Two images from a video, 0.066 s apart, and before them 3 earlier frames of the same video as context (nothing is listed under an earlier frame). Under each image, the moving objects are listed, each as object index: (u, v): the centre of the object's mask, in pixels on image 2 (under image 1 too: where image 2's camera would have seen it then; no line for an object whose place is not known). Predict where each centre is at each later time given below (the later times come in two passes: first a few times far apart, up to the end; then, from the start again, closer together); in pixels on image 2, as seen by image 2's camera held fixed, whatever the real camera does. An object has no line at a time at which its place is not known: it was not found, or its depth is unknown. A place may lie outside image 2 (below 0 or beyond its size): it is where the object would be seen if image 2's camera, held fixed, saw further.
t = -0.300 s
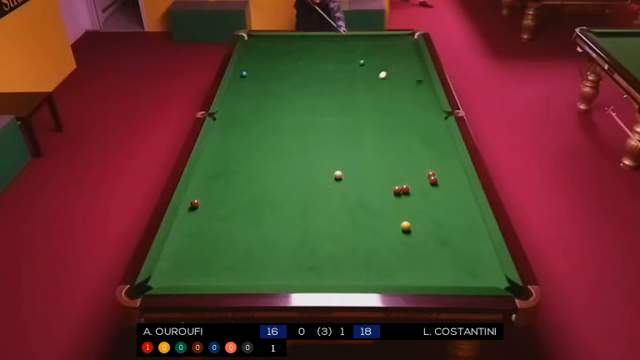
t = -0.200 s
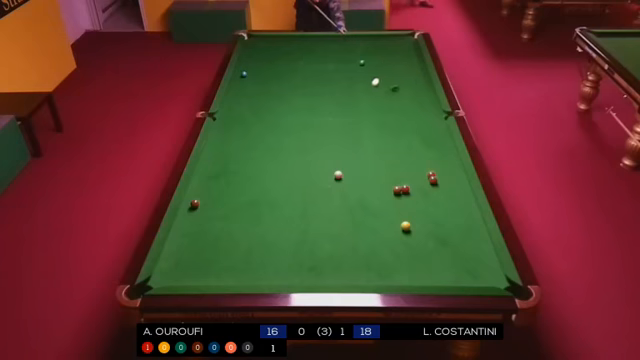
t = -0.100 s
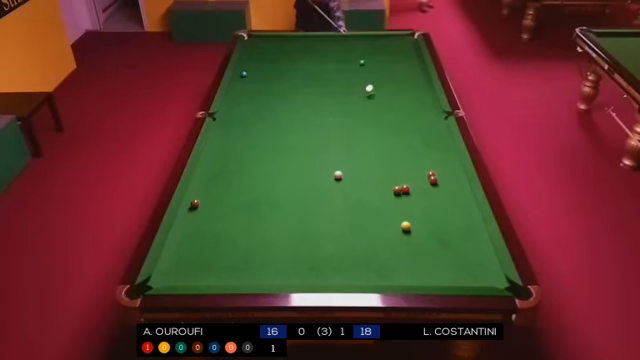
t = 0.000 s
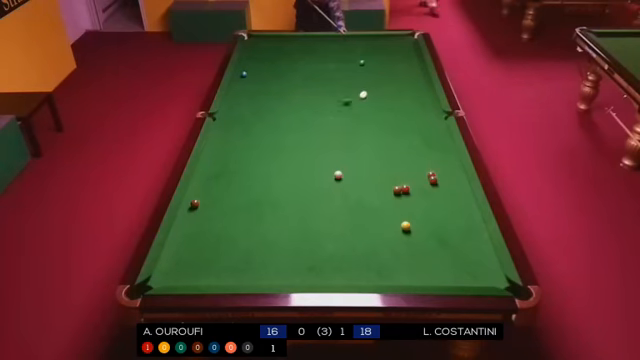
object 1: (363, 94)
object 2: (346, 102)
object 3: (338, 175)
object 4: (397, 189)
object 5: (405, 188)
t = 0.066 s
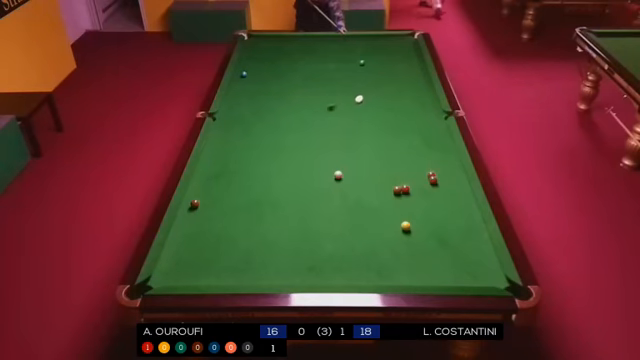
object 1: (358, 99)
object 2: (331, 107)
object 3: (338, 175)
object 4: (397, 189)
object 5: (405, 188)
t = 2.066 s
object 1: (175, 267)
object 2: (350, 179)
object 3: (390, 193)
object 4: (399, 191)
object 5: (415, 188)
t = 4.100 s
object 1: (251, 156)
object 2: (375, 186)
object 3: (395, 211)
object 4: (406, 199)
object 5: (449, 181)
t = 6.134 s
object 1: (290, 115)
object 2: (375, 186)
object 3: (395, 210)
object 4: (406, 199)
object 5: (446, 181)
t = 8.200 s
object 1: (302, 104)
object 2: (375, 186)
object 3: (395, 210)
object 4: (406, 199)
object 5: (446, 181)
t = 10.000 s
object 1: (302, 104)
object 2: (375, 186)
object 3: (395, 210)
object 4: (406, 199)
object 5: (446, 181)
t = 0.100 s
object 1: (356, 101)
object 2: (324, 109)
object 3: (338, 175)
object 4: (397, 189)
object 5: (405, 188)
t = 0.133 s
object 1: (354, 103)
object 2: (316, 111)
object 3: (338, 175)
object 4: (397, 189)
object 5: (405, 188)
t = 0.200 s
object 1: (350, 108)
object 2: (299, 116)
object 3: (338, 175)
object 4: (397, 189)
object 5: (405, 188)
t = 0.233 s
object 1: (348, 110)
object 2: (291, 118)
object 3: (338, 175)
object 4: (397, 189)
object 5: (405, 188)
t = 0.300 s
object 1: (343, 115)
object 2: (274, 123)
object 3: (338, 175)
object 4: (397, 189)
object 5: (405, 188)
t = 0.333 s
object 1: (341, 117)
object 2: (265, 126)
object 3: (338, 175)
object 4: (397, 189)
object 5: (405, 188)
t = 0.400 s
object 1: (336, 122)
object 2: (247, 132)
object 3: (338, 175)
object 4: (397, 189)
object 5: (405, 188)
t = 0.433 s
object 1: (334, 125)
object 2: (237, 134)
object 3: (338, 175)
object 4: (397, 189)
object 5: (405, 188)
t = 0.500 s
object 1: (329, 130)
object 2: (219, 139)
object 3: (338, 175)
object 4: (397, 189)
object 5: (405, 188)
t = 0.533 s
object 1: (326, 132)
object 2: (210, 141)
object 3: (338, 175)
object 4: (397, 189)
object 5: (405, 188)
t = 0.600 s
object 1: (321, 138)
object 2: (220, 144)
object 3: (338, 175)
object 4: (397, 189)
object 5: (405, 188)
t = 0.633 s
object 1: (319, 140)
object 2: (227, 145)
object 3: (338, 175)
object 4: (397, 189)
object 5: (405, 188)
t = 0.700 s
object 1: (313, 146)
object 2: (238, 147)
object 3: (338, 175)
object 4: (397, 189)
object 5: (405, 188)
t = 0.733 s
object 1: (311, 148)
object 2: (243, 148)
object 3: (338, 175)
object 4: (397, 189)
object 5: (405, 188)
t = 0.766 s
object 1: (308, 152)
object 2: (247, 150)
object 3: (338, 175)
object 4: (397, 189)
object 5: (405, 188)
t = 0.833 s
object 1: (302, 157)
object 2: (256, 152)
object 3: (338, 175)
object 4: (397, 189)
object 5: (405, 188)
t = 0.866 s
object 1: (299, 160)
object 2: (260, 154)
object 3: (338, 175)
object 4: (397, 189)
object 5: (405, 188)
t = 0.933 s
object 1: (293, 166)
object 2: (269, 156)
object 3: (338, 175)
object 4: (397, 189)
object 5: (405, 188)
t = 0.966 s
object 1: (290, 170)
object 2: (274, 157)
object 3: (338, 175)
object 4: (397, 189)
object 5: (405, 188)
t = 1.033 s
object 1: (284, 176)
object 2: (283, 160)
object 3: (338, 175)
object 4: (397, 189)
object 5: (405, 188)
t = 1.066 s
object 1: (281, 179)
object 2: (288, 161)
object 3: (338, 175)
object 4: (397, 189)
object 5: (405, 188)
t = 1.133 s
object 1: (275, 186)
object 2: (297, 164)
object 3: (338, 175)
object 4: (397, 189)
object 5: (405, 188)
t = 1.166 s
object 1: (271, 189)
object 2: (302, 166)
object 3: (338, 175)
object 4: (397, 189)
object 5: (405, 188)
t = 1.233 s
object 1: (265, 196)
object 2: (311, 168)
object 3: (338, 175)
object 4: (397, 189)
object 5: (405, 188)
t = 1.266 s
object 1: (261, 199)
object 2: (315, 170)
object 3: (338, 175)
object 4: (397, 189)
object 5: (405, 188)
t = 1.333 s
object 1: (254, 207)
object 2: (325, 172)
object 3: (338, 175)
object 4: (397, 189)
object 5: (405, 188)
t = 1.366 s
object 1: (251, 210)
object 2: (329, 173)
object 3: (338, 175)
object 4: (397, 189)
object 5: (405, 188)
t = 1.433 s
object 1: (243, 218)
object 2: (331, 174)
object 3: (346, 177)
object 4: (397, 189)
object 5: (405, 188)
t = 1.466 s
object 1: (239, 222)
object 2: (332, 174)
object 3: (349, 178)
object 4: (397, 189)
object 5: (405, 188)
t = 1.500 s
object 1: (235, 226)
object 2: (333, 174)
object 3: (352, 179)
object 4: (397, 189)
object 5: (405, 188)
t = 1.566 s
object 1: (227, 234)
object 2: (335, 175)
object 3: (359, 181)
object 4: (397, 189)
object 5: (405, 188)
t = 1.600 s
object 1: (223, 238)
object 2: (336, 175)
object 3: (362, 182)
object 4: (397, 189)
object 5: (405, 188)
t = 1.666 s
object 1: (215, 247)
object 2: (338, 176)
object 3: (368, 183)
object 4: (397, 189)
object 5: (405, 188)
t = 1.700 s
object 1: (210, 251)
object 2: (340, 176)
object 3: (371, 184)
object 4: (397, 189)
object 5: (405, 189)
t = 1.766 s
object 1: (202, 260)
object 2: (341, 177)
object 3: (377, 186)
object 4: (397, 189)
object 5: (405, 189)
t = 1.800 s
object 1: (197, 265)
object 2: (343, 177)
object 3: (380, 187)
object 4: (397, 189)
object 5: (405, 189)
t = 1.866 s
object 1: (188, 274)
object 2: (345, 177)
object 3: (386, 189)
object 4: (397, 189)
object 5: (405, 189)
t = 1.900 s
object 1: (183, 278)
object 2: (345, 178)
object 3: (388, 190)
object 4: (397, 189)
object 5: (405, 188)
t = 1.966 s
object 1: (178, 278)
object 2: (347, 178)
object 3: (389, 191)
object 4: (398, 190)
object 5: (410, 188)
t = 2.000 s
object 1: (177, 274)
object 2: (348, 179)
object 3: (389, 191)
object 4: (398, 191)
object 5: (411, 188)
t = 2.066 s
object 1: (175, 267)
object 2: (350, 179)
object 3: (390, 193)
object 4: (399, 191)
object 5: (415, 188)
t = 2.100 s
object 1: (174, 263)
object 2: (351, 179)
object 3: (390, 193)
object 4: (399, 192)
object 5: (417, 188)
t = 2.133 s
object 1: (173, 260)
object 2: (351, 179)
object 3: (390, 194)
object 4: (399, 193)
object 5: (419, 187)
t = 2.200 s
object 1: (171, 254)
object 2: (353, 180)
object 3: (390, 195)
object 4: (400, 193)
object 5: (422, 187)
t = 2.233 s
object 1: (171, 250)
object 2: (354, 180)
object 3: (391, 195)
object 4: (400, 193)
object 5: (424, 187)
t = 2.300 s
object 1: (169, 244)
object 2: (355, 181)
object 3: (391, 197)
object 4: (401, 194)
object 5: (428, 187)
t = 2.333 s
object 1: (171, 242)
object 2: (356, 181)
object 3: (391, 197)
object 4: (402, 195)
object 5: (429, 187)
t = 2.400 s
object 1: (175, 237)
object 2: (358, 181)
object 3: (391, 198)
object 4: (402, 195)
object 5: (432, 186)
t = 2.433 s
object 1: (177, 234)
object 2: (359, 182)
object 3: (391, 199)
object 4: (403, 195)
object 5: (434, 186)
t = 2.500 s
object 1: (182, 230)
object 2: (360, 182)
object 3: (392, 200)
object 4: (403, 196)
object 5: (437, 185)
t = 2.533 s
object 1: (184, 227)
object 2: (360, 182)
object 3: (392, 200)
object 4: (403, 196)
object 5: (439, 185)
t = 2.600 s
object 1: (187, 223)
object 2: (362, 182)
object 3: (392, 201)
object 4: (404, 196)
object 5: (442, 185)
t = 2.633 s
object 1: (189, 220)
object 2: (362, 183)
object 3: (392, 202)
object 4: (404, 197)
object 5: (443, 185)
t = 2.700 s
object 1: (193, 216)
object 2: (363, 183)
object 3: (393, 202)
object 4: (405, 197)
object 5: (446, 184)
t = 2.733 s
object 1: (194, 214)
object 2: (364, 183)
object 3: (393, 203)
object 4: (405, 197)
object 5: (448, 184)
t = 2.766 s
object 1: (196, 212)
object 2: (365, 183)
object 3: (393, 203)
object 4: (405, 197)
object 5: (449, 184)
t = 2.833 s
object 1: (200, 208)
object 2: (366, 184)
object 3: (393, 204)
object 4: (405, 197)
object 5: (452, 184)
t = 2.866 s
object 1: (201, 206)
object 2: (366, 184)
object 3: (393, 204)
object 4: (406, 198)
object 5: (453, 184)
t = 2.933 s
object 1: (205, 203)
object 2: (367, 184)
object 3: (394, 205)
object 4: (406, 198)
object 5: (456, 183)
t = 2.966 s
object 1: (206, 201)
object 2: (368, 184)
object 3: (394, 205)
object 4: (406, 198)
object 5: (457, 183)
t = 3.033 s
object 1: (210, 198)
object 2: (369, 184)
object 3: (394, 206)
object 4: (406, 198)
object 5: (460, 183)
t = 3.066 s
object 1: (212, 196)
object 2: (369, 185)
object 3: (394, 206)
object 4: (406, 198)
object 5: (461, 183)
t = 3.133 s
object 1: (215, 193)
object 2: (370, 185)
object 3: (394, 207)
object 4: (406, 198)
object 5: (464, 183)
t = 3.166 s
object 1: (217, 191)
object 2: (370, 185)
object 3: (394, 207)
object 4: (406, 198)
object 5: (465, 182)
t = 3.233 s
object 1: (220, 188)
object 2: (371, 185)
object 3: (395, 207)
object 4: (407, 198)
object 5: (464, 182)
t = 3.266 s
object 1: (221, 187)
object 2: (371, 185)
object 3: (395, 207)
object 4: (407, 198)
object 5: (463, 182)
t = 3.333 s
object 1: (224, 183)
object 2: (372, 185)
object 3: (395, 208)
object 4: (407, 198)
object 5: (461, 182)
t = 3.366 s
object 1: (226, 182)
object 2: (372, 185)
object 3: (395, 208)
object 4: (407, 198)
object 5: (461, 182)
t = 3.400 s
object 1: (227, 181)
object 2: (373, 185)
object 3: (395, 208)
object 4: (407, 198)
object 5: (460, 182)
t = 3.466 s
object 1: (230, 178)
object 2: (373, 185)
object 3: (395, 209)
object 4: (407, 198)
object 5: (458, 181)
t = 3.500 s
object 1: (231, 177)
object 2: (373, 185)
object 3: (395, 209)
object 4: (407, 198)
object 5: (458, 182)
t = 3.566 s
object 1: (233, 174)
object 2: (374, 185)
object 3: (395, 209)
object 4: (407, 198)
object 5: (457, 182)
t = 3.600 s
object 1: (235, 173)
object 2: (374, 186)
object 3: (395, 209)
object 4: (407, 198)
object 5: (456, 181)
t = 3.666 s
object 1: (237, 170)
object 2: (374, 186)
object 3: (395, 209)
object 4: (407, 198)
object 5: (455, 181)
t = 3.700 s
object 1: (238, 169)
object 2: (374, 186)
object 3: (395, 209)
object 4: (407, 198)
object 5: (454, 181)
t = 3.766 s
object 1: (241, 167)
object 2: (374, 186)
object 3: (395, 210)
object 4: (407, 198)
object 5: (453, 181)
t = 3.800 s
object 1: (242, 166)
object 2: (375, 186)
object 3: (395, 210)
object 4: (407, 198)
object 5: (453, 181)
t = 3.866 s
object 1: (244, 163)
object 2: (375, 186)
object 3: (395, 210)
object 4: (407, 199)
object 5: (452, 181)
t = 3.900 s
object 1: (245, 162)
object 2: (375, 186)
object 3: (395, 210)
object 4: (406, 199)
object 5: (452, 181)
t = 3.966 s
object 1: (247, 160)
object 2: (375, 186)
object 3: (395, 210)
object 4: (406, 199)
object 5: (451, 181)
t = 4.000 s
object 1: (248, 159)
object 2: (375, 186)
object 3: (395, 210)
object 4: (407, 199)
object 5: (450, 181)
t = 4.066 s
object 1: (250, 157)
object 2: (375, 186)
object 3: (395, 211)
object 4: (407, 199)
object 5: (449, 181)
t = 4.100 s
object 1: (251, 156)
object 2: (375, 186)
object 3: (395, 211)
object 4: (406, 199)
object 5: (449, 181)
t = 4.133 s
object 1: (252, 155)
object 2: (375, 186)
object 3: (395, 210)
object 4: (406, 199)
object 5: (449, 181)
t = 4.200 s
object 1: (254, 153)
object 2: (375, 186)
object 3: (395, 210)
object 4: (406, 199)
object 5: (448, 181)
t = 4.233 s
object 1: (255, 152)
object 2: (375, 186)
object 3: (395, 210)
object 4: (407, 199)
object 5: (448, 181)
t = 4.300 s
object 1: (257, 150)
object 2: (375, 186)
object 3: (395, 210)
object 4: (407, 199)
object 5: (447, 181)
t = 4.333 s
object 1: (258, 149)
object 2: (375, 186)
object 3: (395, 210)
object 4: (407, 199)
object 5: (447, 181)
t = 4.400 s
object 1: (259, 147)
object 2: (375, 186)
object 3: (395, 211)
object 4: (407, 199)
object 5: (447, 181)
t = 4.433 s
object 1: (260, 146)
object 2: (375, 186)
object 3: (395, 210)
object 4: (407, 199)
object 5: (447, 181)
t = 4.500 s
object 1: (262, 145)
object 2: (375, 186)
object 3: (395, 210)
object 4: (407, 199)
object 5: (446, 181)
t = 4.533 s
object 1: (262, 144)
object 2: (375, 186)
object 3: (395, 211)
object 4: (407, 199)
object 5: (446, 181)
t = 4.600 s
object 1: (264, 142)
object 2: (375, 186)
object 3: (395, 210)
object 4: (406, 199)
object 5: (446, 181)
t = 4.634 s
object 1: (265, 141)
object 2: (375, 186)
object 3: (395, 210)
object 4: (406, 199)
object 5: (446, 181)
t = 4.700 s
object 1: (266, 140)
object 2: (375, 186)
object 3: (395, 210)
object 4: (406, 199)
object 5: (446, 181)
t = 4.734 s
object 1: (267, 139)
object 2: (375, 186)
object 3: (395, 210)
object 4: (406, 199)
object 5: (446, 181)
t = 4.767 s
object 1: (268, 138)
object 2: (375, 186)
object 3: (395, 210)
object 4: (406, 199)
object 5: (446, 181)
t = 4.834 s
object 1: (269, 137)
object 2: (375, 186)
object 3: (395, 210)
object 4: (406, 199)
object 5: (446, 181)
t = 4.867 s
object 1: (270, 136)
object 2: (375, 186)
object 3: (395, 210)
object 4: (406, 199)
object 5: (446, 181)
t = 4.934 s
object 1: (271, 134)
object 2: (375, 186)
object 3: (395, 210)
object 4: (406, 199)
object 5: (446, 181)
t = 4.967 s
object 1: (272, 134)
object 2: (375, 186)
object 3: (395, 210)
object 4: (406, 199)
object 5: (446, 181)
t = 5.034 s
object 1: (273, 133)
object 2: (375, 186)
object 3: (395, 210)
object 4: (406, 199)
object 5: (446, 181)
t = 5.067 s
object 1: (274, 132)
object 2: (375, 186)
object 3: (395, 210)
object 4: (406, 199)
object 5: (446, 181)
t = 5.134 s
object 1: (275, 130)
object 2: (375, 186)
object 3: (395, 210)
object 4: (406, 199)
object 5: (446, 181)
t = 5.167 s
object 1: (276, 130)
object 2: (375, 186)
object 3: (395, 210)
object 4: (406, 199)
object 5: (446, 181)
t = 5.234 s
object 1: (277, 129)
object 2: (375, 186)
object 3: (395, 210)
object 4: (407, 199)
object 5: (446, 181)
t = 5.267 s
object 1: (278, 128)
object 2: (375, 186)
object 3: (395, 210)
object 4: (406, 199)
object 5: (446, 181)
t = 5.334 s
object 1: (278, 127)
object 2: (375, 186)
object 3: (395, 210)
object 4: (406, 199)
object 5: (446, 181)
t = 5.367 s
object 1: (279, 126)
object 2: (375, 186)
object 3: (395, 210)
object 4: (406, 199)
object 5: (446, 181)
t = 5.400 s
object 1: (280, 126)
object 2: (375, 186)
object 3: (395, 210)
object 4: (407, 199)
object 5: (446, 181)
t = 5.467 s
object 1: (281, 125)
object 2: (375, 186)
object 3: (395, 210)
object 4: (406, 199)
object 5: (446, 181)
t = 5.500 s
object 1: (281, 124)
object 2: (375, 186)
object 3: (395, 210)
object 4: (406, 199)
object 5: (446, 181)
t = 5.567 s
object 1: (282, 123)
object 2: (375, 186)
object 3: (395, 210)
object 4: (406, 199)
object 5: (446, 181)
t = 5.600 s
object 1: (283, 122)
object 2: (375, 186)
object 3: (395, 210)
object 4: (406, 199)
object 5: (446, 181)
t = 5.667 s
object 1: (284, 121)
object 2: (375, 186)
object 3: (395, 210)
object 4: (406, 199)
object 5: (446, 181)
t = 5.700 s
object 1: (284, 121)
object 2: (375, 186)
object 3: (395, 210)
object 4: (406, 199)
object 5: (446, 181)
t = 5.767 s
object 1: (285, 120)
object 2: (375, 186)
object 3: (395, 210)
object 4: (406, 199)
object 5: (446, 181)
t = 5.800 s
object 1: (286, 119)
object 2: (375, 186)
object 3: (395, 210)
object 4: (406, 199)
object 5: (446, 181)
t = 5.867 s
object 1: (287, 118)
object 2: (375, 186)
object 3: (395, 210)
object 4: (406, 199)
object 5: (446, 181)
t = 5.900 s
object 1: (287, 118)
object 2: (375, 186)
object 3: (395, 210)
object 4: (406, 199)
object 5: (446, 181)
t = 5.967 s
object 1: (288, 117)
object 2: (375, 186)
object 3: (395, 210)
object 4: (406, 199)
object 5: (446, 181)
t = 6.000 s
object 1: (288, 117)
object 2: (375, 186)
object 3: (395, 210)
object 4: (406, 199)
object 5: (446, 181)
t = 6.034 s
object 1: (289, 116)
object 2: (375, 186)
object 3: (395, 210)
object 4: (406, 199)
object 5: (446, 181)
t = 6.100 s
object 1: (290, 116)
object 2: (375, 186)
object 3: (395, 210)
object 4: (406, 199)
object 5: (446, 181)
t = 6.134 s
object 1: (290, 115)
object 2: (375, 186)
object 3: (395, 210)
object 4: (406, 199)
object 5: (446, 181)
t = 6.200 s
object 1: (291, 115)
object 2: (375, 186)
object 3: (395, 210)
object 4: (406, 199)
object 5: (446, 181)
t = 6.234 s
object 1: (291, 114)
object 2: (375, 186)
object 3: (395, 210)
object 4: (406, 199)
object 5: (446, 181)
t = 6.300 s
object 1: (292, 113)
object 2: (375, 186)
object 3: (395, 210)
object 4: (406, 199)
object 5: (446, 181)
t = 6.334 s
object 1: (292, 113)
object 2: (375, 186)
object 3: (395, 210)
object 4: (406, 199)
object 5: (446, 181)
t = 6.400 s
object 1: (293, 112)
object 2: (375, 186)
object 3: (395, 210)
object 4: (406, 199)
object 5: (446, 181)
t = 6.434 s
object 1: (293, 112)
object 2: (375, 186)
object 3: (395, 210)
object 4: (406, 199)
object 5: (446, 181)
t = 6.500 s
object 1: (294, 111)
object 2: (375, 186)
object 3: (395, 210)
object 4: (406, 199)
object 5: (446, 181)
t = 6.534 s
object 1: (294, 111)
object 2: (375, 186)
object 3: (395, 210)
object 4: (406, 199)
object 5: (446, 181)
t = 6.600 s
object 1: (295, 110)
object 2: (375, 186)
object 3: (395, 210)
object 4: (406, 199)
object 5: (446, 181)
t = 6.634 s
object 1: (295, 110)
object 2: (375, 186)
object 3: (395, 210)
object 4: (406, 199)
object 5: (446, 181)
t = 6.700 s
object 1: (296, 110)
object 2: (375, 186)
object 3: (395, 210)
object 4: (406, 199)
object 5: (446, 181)
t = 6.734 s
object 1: (296, 109)
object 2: (375, 186)
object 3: (395, 210)
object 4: (406, 199)
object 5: (446, 181)
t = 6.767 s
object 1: (297, 109)
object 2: (375, 186)
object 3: (395, 210)
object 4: (406, 199)
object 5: (446, 181)
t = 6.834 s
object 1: (297, 108)
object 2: (375, 186)
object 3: (395, 210)
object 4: (407, 199)
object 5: (446, 181)
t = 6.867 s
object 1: (297, 108)
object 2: (375, 186)
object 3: (395, 210)
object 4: (406, 199)
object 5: (446, 181)
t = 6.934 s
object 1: (298, 108)
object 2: (374, 186)
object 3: (395, 210)
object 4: (407, 199)
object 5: (446, 181)
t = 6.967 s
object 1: (298, 108)
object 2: (374, 186)
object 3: (395, 210)
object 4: (406, 199)
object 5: (446, 181)
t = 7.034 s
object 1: (298, 107)
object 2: (374, 186)
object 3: (395, 210)
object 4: (407, 199)
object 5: (446, 181)
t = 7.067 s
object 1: (299, 107)
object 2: (374, 186)
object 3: (395, 210)
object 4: (406, 199)
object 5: (446, 181)
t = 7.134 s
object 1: (299, 107)
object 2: (375, 186)
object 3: (395, 210)
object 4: (407, 199)
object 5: (446, 181)
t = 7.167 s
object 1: (299, 107)
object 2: (375, 186)
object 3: (395, 210)
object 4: (406, 199)
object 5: (446, 181)
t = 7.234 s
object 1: (300, 106)
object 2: (375, 186)
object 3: (395, 210)
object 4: (407, 199)
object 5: (446, 181)
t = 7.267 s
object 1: (300, 106)
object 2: (374, 186)
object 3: (395, 210)
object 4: (407, 199)
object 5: (446, 181)
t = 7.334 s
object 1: (300, 106)
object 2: (374, 186)
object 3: (395, 210)
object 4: (407, 199)
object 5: (446, 181)
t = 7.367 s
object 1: (300, 106)
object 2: (374, 186)
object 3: (395, 210)
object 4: (407, 199)
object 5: (446, 181)
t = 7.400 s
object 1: (300, 106)
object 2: (375, 186)
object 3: (395, 210)
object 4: (406, 199)
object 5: (446, 181)
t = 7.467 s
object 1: (301, 105)
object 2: (375, 186)
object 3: (395, 210)
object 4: (407, 199)
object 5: (446, 180)
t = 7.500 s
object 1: (301, 105)
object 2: (375, 186)
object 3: (395, 210)
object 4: (407, 199)
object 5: (446, 180)
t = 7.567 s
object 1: (301, 105)
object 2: (374, 186)
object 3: (395, 210)
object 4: (407, 199)
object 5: (446, 181)
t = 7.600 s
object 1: (301, 105)
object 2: (374, 186)
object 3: (395, 210)
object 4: (407, 199)
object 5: (446, 181)
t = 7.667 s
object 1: (301, 105)
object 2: (374, 186)
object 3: (395, 210)
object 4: (407, 199)
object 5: (446, 180)
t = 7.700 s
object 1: (301, 105)
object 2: (374, 186)
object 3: (395, 210)
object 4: (407, 199)
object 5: (446, 180)
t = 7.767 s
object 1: (302, 104)
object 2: (374, 186)
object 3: (395, 210)
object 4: (407, 199)
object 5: (446, 180)
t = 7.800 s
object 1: (302, 104)
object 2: (374, 186)
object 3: (395, 210)
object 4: (407, 199)
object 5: (446, 180)
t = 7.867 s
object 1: (302, 104)
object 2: (375, 186)
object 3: (395, 210)
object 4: (406, 199)
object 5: (446, 181)
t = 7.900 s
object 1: (302, 104)
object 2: (375, 186)
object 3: (395, 210)
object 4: (406, 199)
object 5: (446, 181)
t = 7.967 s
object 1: (302, 104)
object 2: (375, 186)
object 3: (395, 210)
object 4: (406, 199)
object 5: (446, 181)
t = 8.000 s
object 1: (302, 104)
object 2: (375, 186)
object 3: (395, 210)
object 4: (406, 199)
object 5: (446, 181)
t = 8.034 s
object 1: (302, 104)
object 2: (375, 186)
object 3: (395, 210)
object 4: (406, 199)
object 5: (446, 181)
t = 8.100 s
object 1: (302, 104)
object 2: (375, 186)
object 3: (395, 210)
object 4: (406, 199)
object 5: (446, 181)
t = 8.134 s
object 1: (302, 104)
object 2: (375, 186)
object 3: (395, 210)
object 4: (406, 199)
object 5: (446, 181)
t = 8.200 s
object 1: (302, 104)
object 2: (375, 186)
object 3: (395, 210)
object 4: (406, 199)
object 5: (446, 181)
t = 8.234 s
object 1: (302, 104)
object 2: (375, 186)
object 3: (395, 210)
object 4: (406, 199)
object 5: (446, 181)
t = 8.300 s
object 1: (302, 104)
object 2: (375, 186)
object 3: (395, 211)
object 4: (406, 199)
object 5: (446, 181)
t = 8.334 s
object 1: (302, 104)
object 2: (375, 186)
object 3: (395, 210)
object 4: (406, 199)
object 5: (446, 181)
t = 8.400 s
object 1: (302, 104)
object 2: (375, 186)
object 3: (395, 210)
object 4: (406, 199)
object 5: (446, 181)
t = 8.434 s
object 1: (302, 104)
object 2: (375, 186)
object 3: (395, 210)
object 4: (406, 199)
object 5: (446, 181)
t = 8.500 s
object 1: (302, 104)
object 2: (375, 186)
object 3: (395, 210)
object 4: (406, 199)
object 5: (446, 181)
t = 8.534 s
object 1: (302, 104)
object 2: (375, 186)
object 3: (395, 210)
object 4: (406, 199)
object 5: (446, 181)
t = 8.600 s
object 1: (302, 104)
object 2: (375, 186)
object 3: (395, 210)
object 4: (406, 199)
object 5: (446, 181)
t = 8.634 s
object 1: (302, 104)
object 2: (375, 186)
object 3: (395, 210)
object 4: (406, 199)
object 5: (446, 181)
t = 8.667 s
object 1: (302, 104)
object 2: (375, 186)
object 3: (395, 210)
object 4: (406, 199)
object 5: (446, 180)
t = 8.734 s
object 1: (302, 104)
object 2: (375, 186)
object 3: (395, 210)
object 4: (406, 199)
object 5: (446, 181)
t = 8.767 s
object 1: (302, 104)
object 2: (375, 186)
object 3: (395, 210)
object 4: (406, 199)
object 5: (446, 181)
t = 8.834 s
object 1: (302, 104)
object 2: (375, 186)
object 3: (395, 210)
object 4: (406, 199)
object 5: (446, 181)
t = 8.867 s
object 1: (302, 104)
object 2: (375, 186)
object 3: (395, 210)
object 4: (406, 199)
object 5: (446, 181)
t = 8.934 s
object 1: (302, 104)
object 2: (375, 186)
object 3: (395, 210)
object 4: (406, 199)
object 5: (446, 181)
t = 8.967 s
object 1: (302, 104)
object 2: (375, 186)
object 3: (395, 210)
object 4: (406, 199)
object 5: (446, 181)
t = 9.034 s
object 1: (302, 104)
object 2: (375, 186)
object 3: (395, 210)
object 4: (406, 199)
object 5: (446, 181)
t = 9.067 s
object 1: (302, 104)
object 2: (375, 186)
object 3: (395, 210)
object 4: (406, 199)
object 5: (446, 181)
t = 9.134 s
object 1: (302, 104)
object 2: (375, 186)
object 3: (395, 210)
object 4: (406, 199)
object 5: (446, 181)
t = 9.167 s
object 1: (302, 104)
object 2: (375, 186)
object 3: (395, 210)
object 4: (406, 199)
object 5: (446, 180)
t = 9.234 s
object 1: (302, 104)
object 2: (375, 186)
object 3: (395, 210)
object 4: (406, 199)
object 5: (446, 180)
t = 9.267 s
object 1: (302, 104)
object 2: (375, 186)
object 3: (395, 210)
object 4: (406, 199)
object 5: (446, 180)
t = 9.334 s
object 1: (302, 104)
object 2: (375, 186)
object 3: (395, 210)
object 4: (406, 199)
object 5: (446, 180)
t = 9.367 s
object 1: (302, 104)
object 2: (375, 186)
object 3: (395, 210)
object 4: (406, 199)
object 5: (446, 180)
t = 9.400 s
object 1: (302, 104)
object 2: (375, 186)
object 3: (395, 211)
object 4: (406, 199)
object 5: (446, 180)
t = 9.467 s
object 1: (302, 104)
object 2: (375, 186)
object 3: (395, 210)
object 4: (406, 199)
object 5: (446, 180)
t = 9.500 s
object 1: (302, 104)
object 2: (375, 186)
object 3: (395, 210)
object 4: (406, 199)
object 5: (446, 180)
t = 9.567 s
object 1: (302, 104)
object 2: (375, 186)
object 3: (395, 210)
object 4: (406, 199)
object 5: (446, 180)
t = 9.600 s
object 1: (302, 104)
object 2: (375, 186)
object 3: (395, 210)
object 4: (406, 199)
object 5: (446, 180)
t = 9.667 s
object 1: (302, 104)
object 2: (375, 186)
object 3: (395, 210)
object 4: (406, 199)
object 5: (446, 181)
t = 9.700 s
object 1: (302, 104)
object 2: (375, 186)
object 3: (395, 210)
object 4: (406, 199)
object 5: (446, 181)
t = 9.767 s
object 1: (302, 104)
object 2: (375, 186)
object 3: (395, 210)
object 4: (406, 199)
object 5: (446, 181)
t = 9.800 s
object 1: (302, 104)
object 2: (375, 186)
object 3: (395, 210)
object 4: (406, 199)
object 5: (446, 181)
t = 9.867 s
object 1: (302, 104)
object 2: (375, 186)
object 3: (395, 210)
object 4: (406, 199)
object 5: (446, 181)
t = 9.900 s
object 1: (302, 104)
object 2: (375, 186)
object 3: (395, 210)
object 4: (406, 199)
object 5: (446, 181)
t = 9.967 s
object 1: (302, 104)
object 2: (375, 186)
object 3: (395, 210)
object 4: (406, 199)
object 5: (446, 181)
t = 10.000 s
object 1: (302, 104)
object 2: (375, 186)
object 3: (395, 210)
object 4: (406, 199)
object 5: (446, 181)
